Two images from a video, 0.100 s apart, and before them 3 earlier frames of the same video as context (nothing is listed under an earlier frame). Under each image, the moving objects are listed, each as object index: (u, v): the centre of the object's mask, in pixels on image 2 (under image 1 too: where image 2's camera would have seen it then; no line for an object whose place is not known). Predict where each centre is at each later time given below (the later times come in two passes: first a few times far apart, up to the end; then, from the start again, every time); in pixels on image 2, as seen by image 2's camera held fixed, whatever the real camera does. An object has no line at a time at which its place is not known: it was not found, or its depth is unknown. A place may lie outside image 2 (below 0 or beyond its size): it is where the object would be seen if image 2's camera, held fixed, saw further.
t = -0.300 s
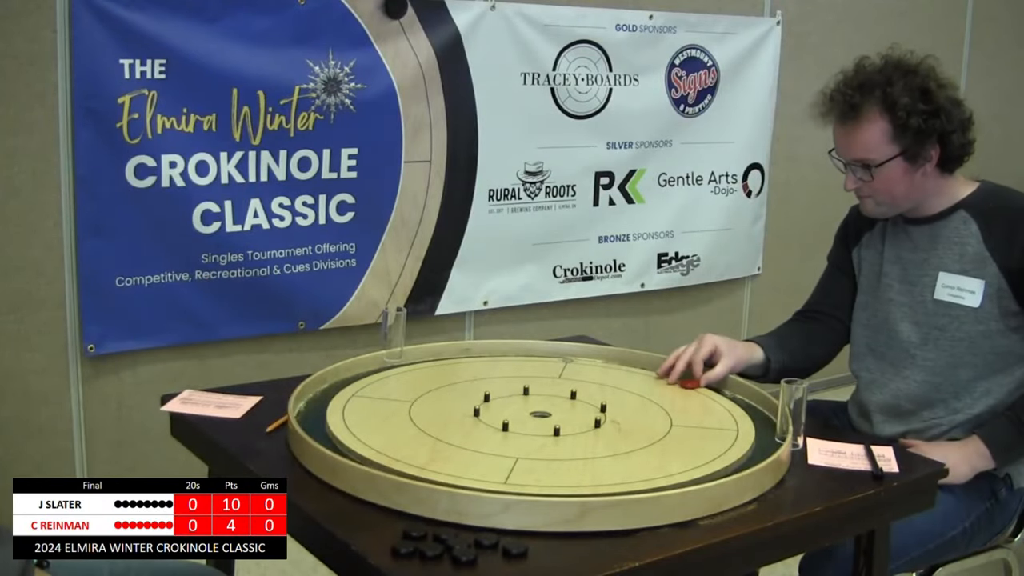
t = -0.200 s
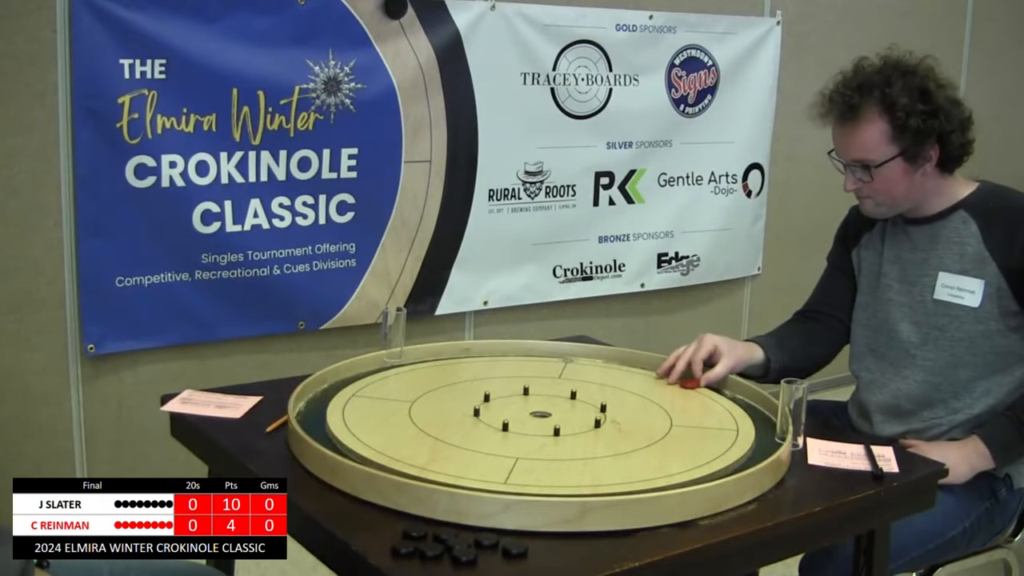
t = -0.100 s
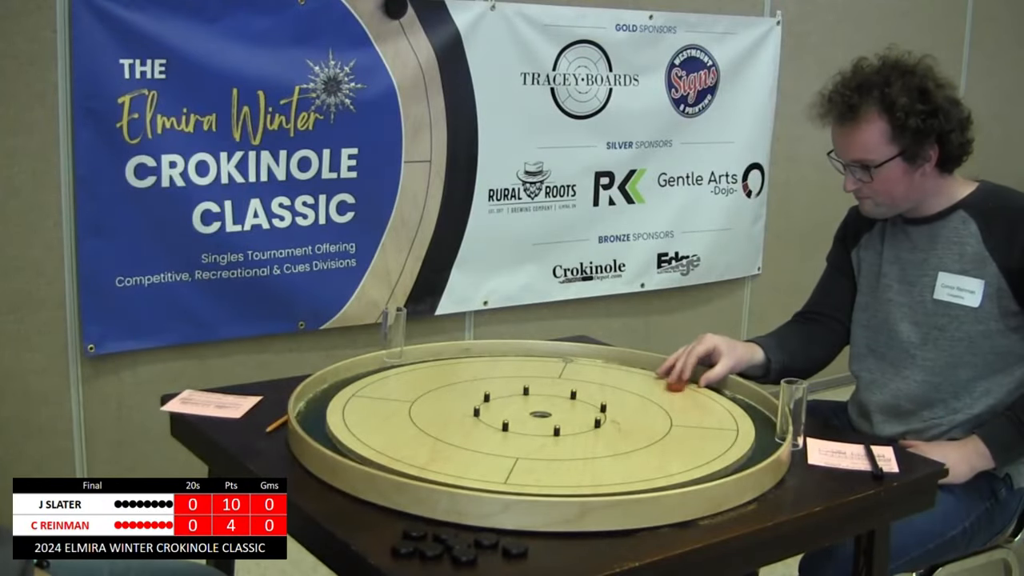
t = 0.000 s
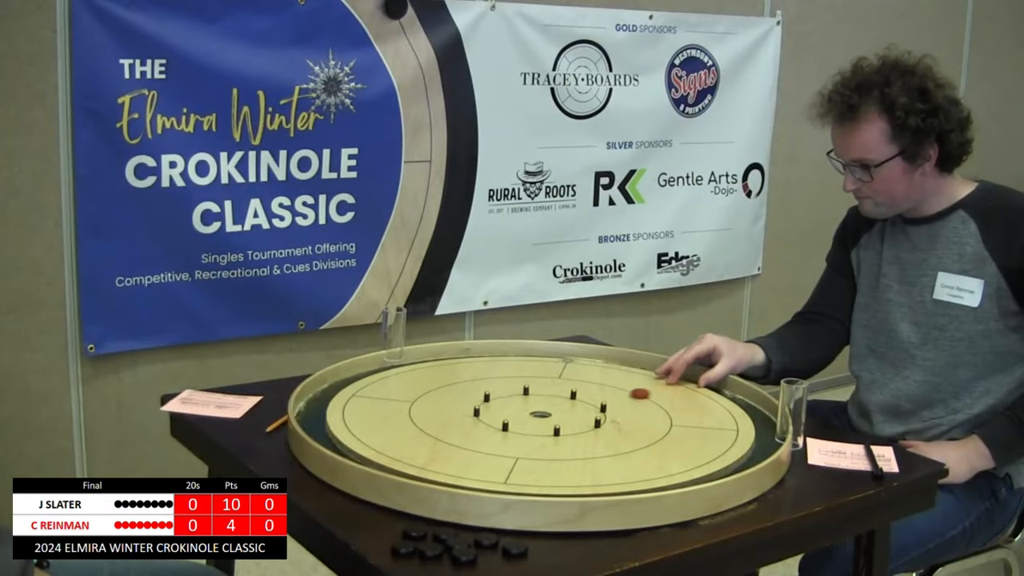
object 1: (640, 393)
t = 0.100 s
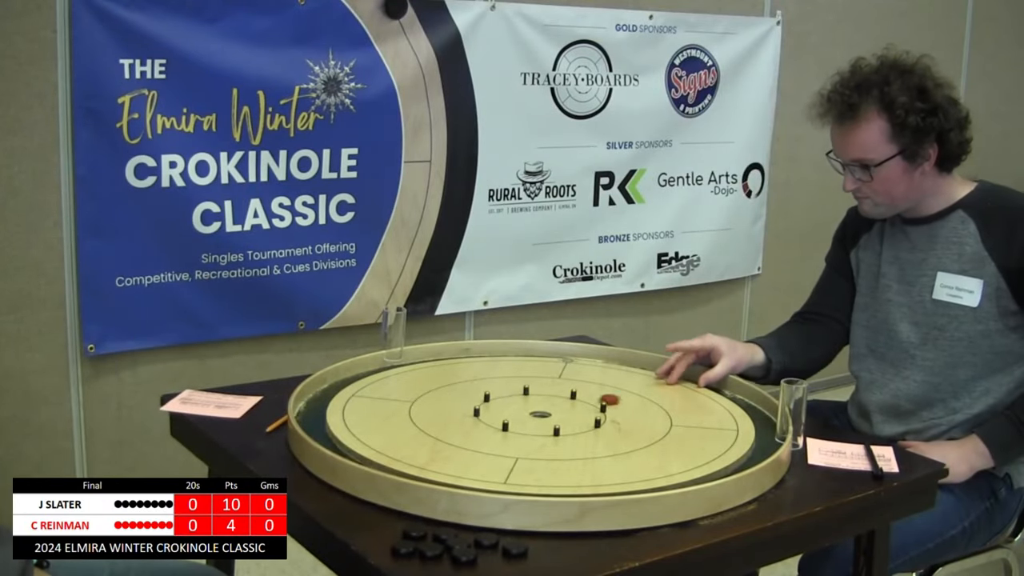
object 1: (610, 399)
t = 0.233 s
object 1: (578, 405)
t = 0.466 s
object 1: (557, 409)
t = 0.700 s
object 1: (557, 409)
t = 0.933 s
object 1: (557, 409)
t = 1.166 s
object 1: (557, 409)
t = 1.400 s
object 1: (557, 409)
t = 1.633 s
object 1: (557, 409)
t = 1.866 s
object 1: (557, 408)
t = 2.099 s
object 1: (557, 408)
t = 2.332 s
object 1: (557, 408)
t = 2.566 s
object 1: (557, 408)
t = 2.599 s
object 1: (557, 408)
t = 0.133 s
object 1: (600, 400)
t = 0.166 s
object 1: (592, 402)
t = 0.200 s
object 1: (584, 404)
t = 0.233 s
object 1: (578, 405)
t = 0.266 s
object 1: (572, 406)
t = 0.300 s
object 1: (567, 407)
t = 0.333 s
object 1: (563, 408)
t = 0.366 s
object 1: (560, 408)
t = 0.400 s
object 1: (558, 408)
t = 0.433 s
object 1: (557, 409)
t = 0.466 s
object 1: (557, 409)
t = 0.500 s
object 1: (558, 408)
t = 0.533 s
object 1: (557, 408)
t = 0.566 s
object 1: (557, 409)
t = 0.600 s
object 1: (557, 409)
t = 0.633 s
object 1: (557, 408)
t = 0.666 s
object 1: (557, 409)
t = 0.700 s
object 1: (557, 409)
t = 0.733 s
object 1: (557, 409)
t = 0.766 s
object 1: (557, 409)
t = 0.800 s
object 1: (557, 409)
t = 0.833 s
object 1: (557, 409)
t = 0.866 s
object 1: (557, 409)
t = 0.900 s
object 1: (557, 409)
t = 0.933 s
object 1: (557, 409)
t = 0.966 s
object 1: (557, 409)
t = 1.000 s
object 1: (557, 409)
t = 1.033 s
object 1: (557, 409)
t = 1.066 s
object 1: (557, 409)
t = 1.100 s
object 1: (557, 409)
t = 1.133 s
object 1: (557, 408)
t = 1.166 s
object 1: (557, 409)
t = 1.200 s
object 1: (557, 409)
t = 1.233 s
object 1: (557, 409)
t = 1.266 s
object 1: (557, 409)
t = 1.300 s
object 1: (557, 409)
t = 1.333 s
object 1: (557, 409)
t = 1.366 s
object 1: (557, 409)
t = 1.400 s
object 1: (557, 409)
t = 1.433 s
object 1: (557, 409)
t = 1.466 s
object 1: (557, 409)
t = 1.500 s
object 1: (557, 409)
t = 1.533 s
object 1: (557, 409)
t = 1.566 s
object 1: (557, 409)
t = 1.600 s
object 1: (557, 409)
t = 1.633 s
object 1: (557, 409)
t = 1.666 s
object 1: (557, 409)
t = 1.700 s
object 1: (557, 408)
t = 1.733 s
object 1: (557, 409)
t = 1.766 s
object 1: (557, 408)
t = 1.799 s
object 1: (557, 408)
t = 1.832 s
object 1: (557, 408)
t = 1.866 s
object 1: (557, 408)
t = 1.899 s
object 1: (557, 408)
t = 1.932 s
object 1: (557, 408)
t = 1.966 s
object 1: (557, 408)
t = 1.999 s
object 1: (557, 408)
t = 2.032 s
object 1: (557, 408)
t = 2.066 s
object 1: (557, 408)
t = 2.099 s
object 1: (557, 408)
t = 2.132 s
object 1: (557, 408)
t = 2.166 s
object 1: (557, 408)
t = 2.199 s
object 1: (557, 408)
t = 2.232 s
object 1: (557, 408)
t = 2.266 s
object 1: (557, 408)
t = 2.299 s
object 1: (557, 408)
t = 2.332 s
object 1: (557, 408)
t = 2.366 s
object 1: (557, 408)
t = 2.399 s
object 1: (557, 408)
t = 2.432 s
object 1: (557, 408)
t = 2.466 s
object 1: (557, 408)
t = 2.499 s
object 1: (557, 408)
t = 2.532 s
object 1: (557, 408)
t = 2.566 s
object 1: (557, 408)
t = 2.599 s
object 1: (557, 408)
